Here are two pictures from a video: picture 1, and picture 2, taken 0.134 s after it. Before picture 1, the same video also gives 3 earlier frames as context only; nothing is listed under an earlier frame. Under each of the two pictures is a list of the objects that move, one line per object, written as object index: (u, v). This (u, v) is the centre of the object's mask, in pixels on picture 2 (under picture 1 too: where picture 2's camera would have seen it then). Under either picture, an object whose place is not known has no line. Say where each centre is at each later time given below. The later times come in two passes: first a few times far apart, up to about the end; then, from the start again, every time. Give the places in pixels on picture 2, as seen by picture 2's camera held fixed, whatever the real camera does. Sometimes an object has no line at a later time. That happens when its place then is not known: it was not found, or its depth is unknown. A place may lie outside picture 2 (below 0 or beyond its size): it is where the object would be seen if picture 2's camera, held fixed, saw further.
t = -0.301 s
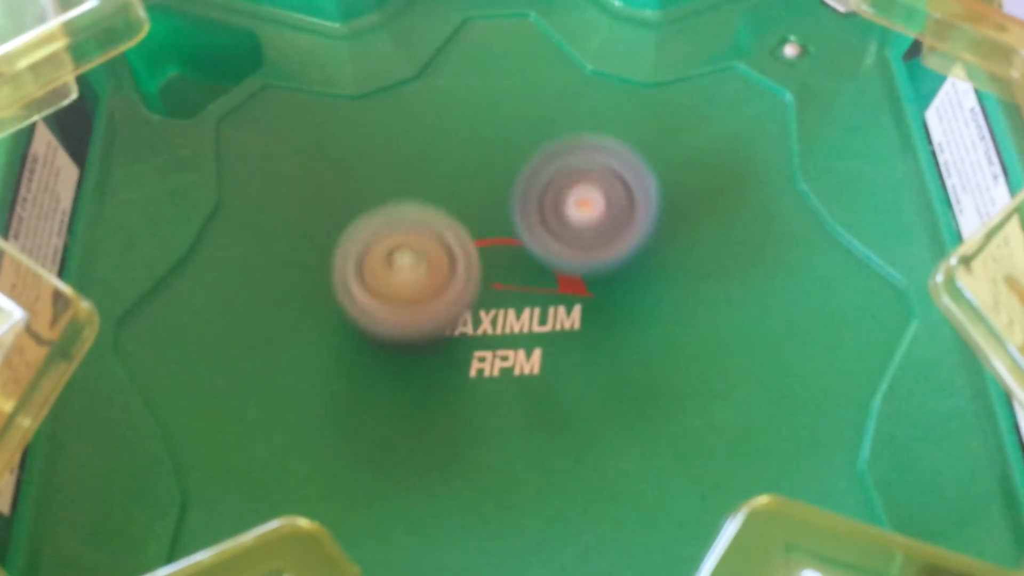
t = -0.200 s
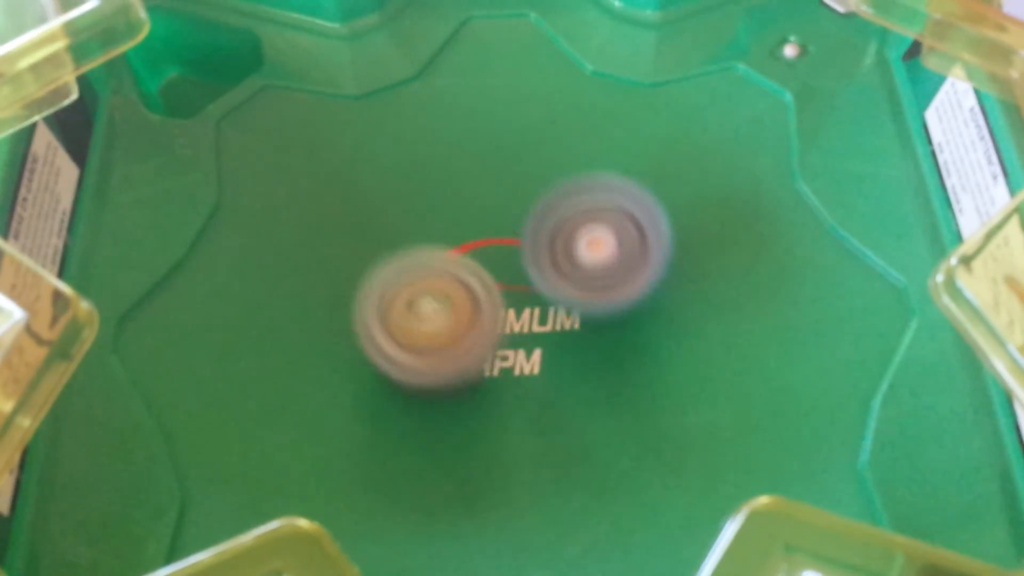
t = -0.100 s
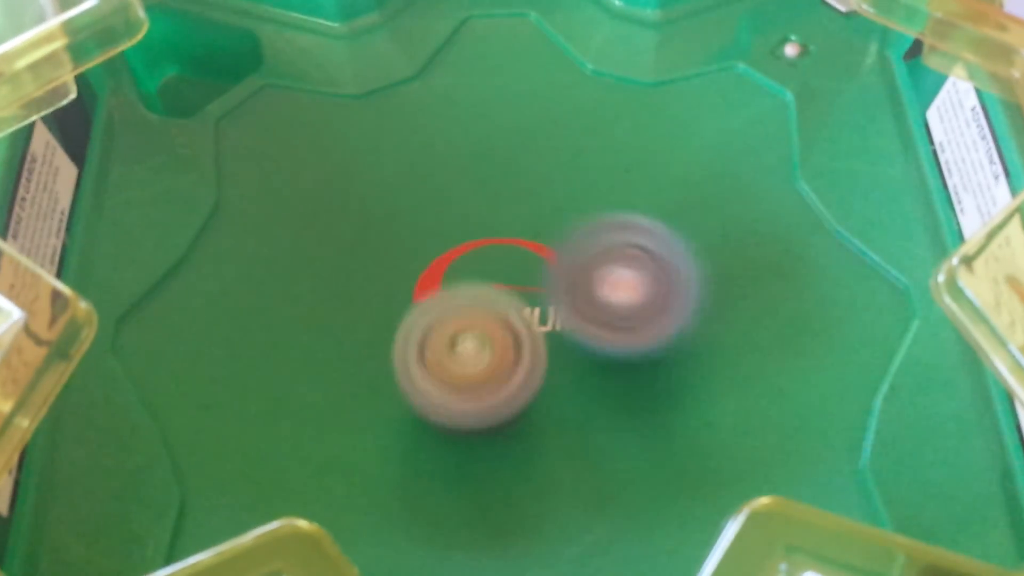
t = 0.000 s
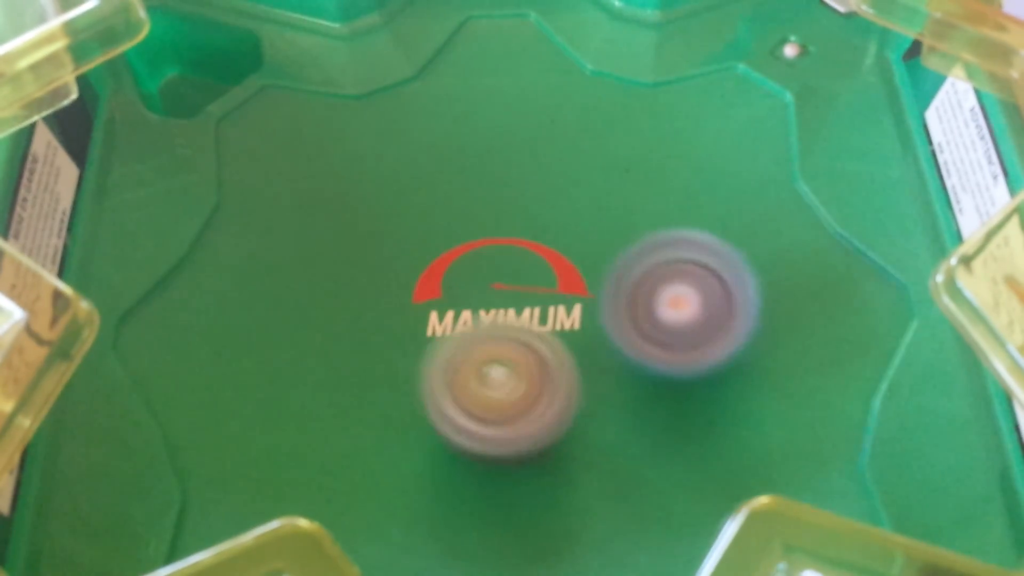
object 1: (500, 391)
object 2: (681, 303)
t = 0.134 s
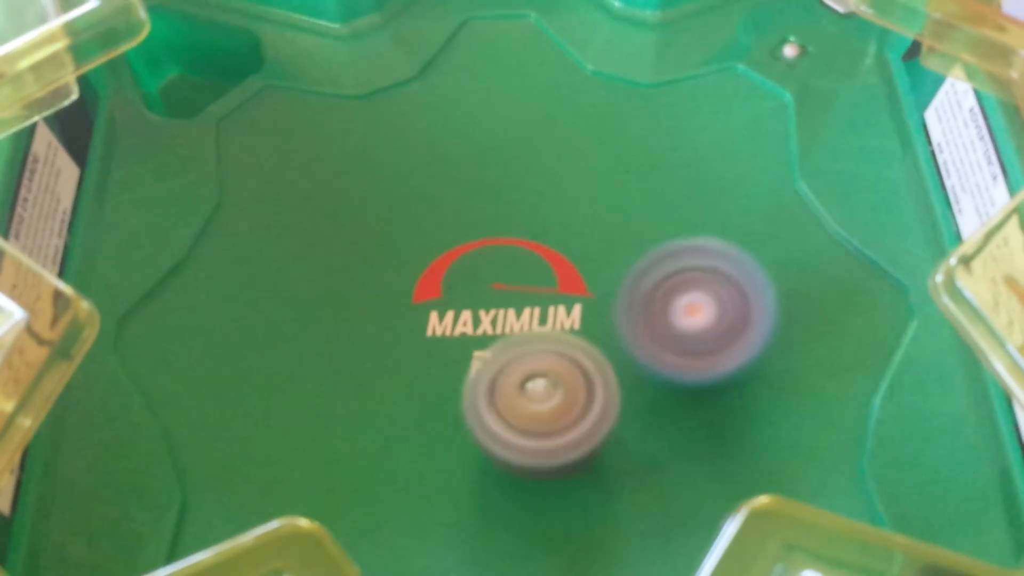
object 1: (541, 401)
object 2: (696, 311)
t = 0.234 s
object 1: (540, 401)
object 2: (720, 307)
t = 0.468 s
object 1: (518, 381)
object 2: (697, 323)
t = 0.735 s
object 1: (452, 333)
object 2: (624, 396)
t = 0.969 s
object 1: (410, 317)
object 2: (559, 457)
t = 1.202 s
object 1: (426, 318)
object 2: (483, 468)
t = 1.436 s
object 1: (494, 301)
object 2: (415, 427)
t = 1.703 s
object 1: (562, 267)
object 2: (367, 342)
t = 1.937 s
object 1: (559, 246)
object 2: (362, 271)
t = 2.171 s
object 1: (526, 282)
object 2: (387, 219)
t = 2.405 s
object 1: (509, 377)
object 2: (416, 197)
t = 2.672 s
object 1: (547, 426)
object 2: (511, 222)
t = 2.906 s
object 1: (554, 389)
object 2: (604, 247)
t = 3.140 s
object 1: (479, 339)
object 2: (675, 216)
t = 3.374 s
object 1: (408, 313)
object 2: (636, 237)
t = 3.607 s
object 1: (402, 317)
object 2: (560, 330)
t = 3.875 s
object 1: (468, 306)
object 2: (588, 438)
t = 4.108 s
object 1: (548, 282)
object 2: (586, 465)
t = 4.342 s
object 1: (583, 259)
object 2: (527, 421)
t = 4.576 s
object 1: (572, 282)
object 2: (417, 361)
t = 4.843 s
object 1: (569, 341)
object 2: (236, 431)
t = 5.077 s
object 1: (588, 385)
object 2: (403, 359)
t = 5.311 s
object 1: (570, 387)
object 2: (301, 222)
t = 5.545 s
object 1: (496, 361)
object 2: (241, 259)
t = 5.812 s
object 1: (519, 372)
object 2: (332, 184)
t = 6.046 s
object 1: (550, 336)
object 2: (305, 159)
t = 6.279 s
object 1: (571, 355)
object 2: (449, 152)
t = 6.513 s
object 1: (593, 392)
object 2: (440, 49)
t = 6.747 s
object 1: (558, 382)
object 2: (469, 109)
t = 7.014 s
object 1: (447, 363)
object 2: (670, 255)
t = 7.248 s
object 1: (372, 352)
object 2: (843, 290)
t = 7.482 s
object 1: (371, 317)
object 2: (752, 323)
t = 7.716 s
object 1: (441, 291)
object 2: (526, 419)
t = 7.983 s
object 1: (543, 296)
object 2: (283, 470)
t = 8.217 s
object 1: (604, 335)
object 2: (266, 465)
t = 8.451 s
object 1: (610, 383)
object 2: (397, 317)
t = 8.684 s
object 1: (552, 395)
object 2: (505, 173)
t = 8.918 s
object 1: (479, 365)
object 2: (568, 73)
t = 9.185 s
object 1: (439, 294)
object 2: (570, 211)
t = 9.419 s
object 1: (409, 254)
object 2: (652, 375)
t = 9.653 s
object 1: (440, 261)
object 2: (681, 506)
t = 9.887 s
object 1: (499, 305)
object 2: (610, 493)
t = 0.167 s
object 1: (540, 402)
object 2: (708, 308)
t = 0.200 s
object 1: (540, 402)
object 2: (717, 307)
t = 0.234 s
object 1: (540, 401)
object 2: (720, 307)
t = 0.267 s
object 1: (539, 400)
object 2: (723, 308)
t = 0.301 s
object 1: (537, 399)
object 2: (723, 308)
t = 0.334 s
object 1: (534, 396)
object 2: (722, 310)
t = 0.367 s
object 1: (531, 393)
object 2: (719, 312)
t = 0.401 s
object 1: (527, 390)
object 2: (712, 315)
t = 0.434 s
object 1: (523, 385)
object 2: (706, 319)
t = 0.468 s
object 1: (518, 381)
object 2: (697, 323)
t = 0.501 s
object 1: (511, 374)
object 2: (685, 329)
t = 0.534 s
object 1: (505, 368)
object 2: (673, 335)
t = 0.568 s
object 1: (498, 361)
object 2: (660, 341)
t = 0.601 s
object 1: (486, 355)
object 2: (653, 351)
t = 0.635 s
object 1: (477, 349)
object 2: (648, 361)
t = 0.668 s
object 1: (468, 344)
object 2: (640, 372)
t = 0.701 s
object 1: (459, 338)
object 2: (633, 384)
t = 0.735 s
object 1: (452, 333)
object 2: (624, 396)
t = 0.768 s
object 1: (445, 329)
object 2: (616, 406)
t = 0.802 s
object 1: (437, 326)
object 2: (608, 417)
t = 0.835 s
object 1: (430, 323)
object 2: (598, 426)
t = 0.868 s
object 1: (424, 320)
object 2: (588, 435)
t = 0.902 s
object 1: (418, 319)
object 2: (579, 444)
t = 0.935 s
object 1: (413, 317)
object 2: (568, 451)
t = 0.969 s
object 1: (410, 317)
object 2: (559, 457)
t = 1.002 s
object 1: (408, 316)
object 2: (547, 462)
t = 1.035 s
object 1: (408, 316)
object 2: (537, 466)
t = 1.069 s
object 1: (409, 316)
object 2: (526, 469)
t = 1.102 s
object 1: (411, 317)
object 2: (515, 470)
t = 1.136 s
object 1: (414, 318)
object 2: (504, 471)
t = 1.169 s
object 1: (419, 318)
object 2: (493, 469)
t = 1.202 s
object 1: (426, 318)
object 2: (483, 468)
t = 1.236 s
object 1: (434, 317)
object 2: (472, 466)
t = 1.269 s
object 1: (443, 316)
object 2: (462, 462)
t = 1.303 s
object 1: (453, 314)
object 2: (452, 457)
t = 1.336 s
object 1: (464, 311)
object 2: (443, 452)
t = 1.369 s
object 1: (475, 308)
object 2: (433, 445)
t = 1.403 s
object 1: (486, 304)
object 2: (424, 436)
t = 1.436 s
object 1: (494, 301)
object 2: (415, 427)
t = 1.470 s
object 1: (500, 298)
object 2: (408, 419)
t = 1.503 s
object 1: (511, 294)
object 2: (399, 407)
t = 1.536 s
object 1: (520, 289)
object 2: (392, 398)
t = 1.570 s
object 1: (530, 284)
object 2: (385, 387)
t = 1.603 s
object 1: (539, 279)
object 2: (380, 377)
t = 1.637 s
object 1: (547, 277)
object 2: (374, 365)
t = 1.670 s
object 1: (553, 273)
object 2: (372, 354)
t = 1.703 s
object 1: (562, 267)
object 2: (367, 342)
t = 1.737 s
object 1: (568, 261)
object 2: (366, 332)
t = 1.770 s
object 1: (569, 255)
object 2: (363, 320)
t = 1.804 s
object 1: (569, 251)
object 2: (362, 309)
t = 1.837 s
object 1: (568, 248)
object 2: (361, 298)
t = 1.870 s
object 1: (566, 246)
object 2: (361, 288)
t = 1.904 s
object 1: (563, 246)
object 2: (360, 279)
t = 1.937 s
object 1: (559, 246)
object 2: (362, 271)
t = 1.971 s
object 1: (555, 247)
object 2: (364, 262)
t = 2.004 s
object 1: (549, 249)
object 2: (368, 254)
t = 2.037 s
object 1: (543, 255)
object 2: (372, 247)
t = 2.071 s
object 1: (537, 264)
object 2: (377, 240)
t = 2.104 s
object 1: (532, 271)
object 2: (382, 234)
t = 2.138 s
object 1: (529, 277)
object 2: (386, 226)
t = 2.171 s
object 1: (526, 282)
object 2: (387, 219)
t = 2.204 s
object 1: (522, 293)
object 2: (387, 212)
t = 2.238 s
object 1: (515, 306)
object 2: (390, 207)
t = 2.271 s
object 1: (512, 319)
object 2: (393, 202)
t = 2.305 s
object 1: (510, 335)
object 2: (397, 200)
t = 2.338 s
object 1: (507, 348)
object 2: (402, 198)
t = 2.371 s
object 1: (507, 362)
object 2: (409, 197)
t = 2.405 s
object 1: (509, 377)
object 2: (416, 197)
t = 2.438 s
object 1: (512, 390)
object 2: (426, 198)
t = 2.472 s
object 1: (516, 400)
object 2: (436, 200)
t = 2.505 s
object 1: (520, 407)
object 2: (447, 203)
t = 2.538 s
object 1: (526, 414)
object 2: (460, 206)
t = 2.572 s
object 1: (532, 420)
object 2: (473, 208)
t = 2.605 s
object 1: (537, 425)
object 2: (484, 213)
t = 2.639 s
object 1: (542, 427)
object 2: (497, 217)
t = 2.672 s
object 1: (547, 426)
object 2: (511, 222)
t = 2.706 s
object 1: (551, 425)
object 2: (526, 226)
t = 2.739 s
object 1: (554, 423)
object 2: (541, 230)
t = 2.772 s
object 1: (557, 418)
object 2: (553, 233)
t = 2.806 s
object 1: (558, 412)
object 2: (565, 235)
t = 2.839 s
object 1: (558, 404)
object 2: (578, 239)
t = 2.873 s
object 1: (557, 397)
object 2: (591, 243)
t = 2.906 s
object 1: (554, 389)
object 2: (604, 247)
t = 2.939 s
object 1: (545, 384)
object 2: (622, 244)
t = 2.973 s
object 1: (536, 378)
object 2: (639, 240)
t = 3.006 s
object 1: (526, 366)
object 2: (650, 234)
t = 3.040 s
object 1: (515, 359)
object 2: (659, 228)
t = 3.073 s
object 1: (504, 351)
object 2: (667, 224)
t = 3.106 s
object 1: (491, 345)
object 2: (671, 219)
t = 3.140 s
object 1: (479, 339)
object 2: (675, 216)
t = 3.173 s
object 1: (466, 332)
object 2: (676, 214)
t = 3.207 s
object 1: (455, 327)
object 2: (674, 213)
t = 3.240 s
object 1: (444, 323)
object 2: (671, 213)
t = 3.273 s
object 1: (434, 318)
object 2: (665, 216)
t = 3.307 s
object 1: (424, 316)
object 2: (657, 221)
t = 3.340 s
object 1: (415, 314)
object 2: (647, 229)
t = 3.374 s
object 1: (408, 313)
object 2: (636, 237)
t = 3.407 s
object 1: (402, 313)
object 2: (625, 248)
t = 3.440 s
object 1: (398, 313)
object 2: (613, 258)
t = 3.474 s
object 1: (395, 314)
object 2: (602, 273)
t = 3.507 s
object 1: (395, 314)
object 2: (590, 287)
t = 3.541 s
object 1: (396, 315)
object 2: (580, 300)
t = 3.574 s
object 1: (399, 316)
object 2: (569, 316)
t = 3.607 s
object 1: (402, 317)
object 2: (560, 330)
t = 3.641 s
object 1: (401, 316)
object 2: (562, 349)
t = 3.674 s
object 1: (406, 314)
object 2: (567, 367)
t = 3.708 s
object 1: (414, 314)
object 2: (571, 383)
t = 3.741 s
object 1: (423, 313)
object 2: (575, 395)
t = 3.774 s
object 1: (433, 312)
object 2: (579, 406)
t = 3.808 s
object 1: (445, 311)
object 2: (583, 418)
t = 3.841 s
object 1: (456, 309)
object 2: (586, 428)
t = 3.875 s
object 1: (468, 306)
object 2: (588, 438)
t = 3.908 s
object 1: (481, 303)
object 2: (590, 446)
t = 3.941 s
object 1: (490, 301)
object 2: (593, 454)
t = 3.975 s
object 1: (502, 297)
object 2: (593, 460)
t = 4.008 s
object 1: (515, 292)
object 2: (593, 464)
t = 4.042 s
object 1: (527, 288)
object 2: (593, 467)
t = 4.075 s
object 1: (537, 285)
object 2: (590, 467)
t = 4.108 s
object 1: (548, 282)
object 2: (586, 465)
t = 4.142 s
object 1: (556, 278)
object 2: (581, 462)
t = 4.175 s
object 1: (565, 275)
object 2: (575, 457)
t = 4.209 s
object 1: (573, 271)
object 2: (568, 450)
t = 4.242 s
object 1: (579, 266)
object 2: (560, 444)
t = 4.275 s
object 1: (582, 262)
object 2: (550, 437)
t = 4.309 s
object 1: (583, 260)
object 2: (539, 429)
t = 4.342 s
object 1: (583, 259)
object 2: (527, 421)
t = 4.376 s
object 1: (583, 258)
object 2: (513, 410)
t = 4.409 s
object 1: (582, 259)
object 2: (500, 402)
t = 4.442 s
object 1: (580, 261)
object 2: (487, 394)
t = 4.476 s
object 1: (574, 264)
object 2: (474, 385)
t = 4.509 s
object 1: (568, 269)
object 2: (462, 373)
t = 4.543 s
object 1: (565, 275)
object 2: (446, 364)
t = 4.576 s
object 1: (572, 282)
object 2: (417, 361)
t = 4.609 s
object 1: (574, 287)
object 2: (386, 356)
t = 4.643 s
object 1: (574, 293)
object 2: (350, 353)
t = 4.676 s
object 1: (573, 302)
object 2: (316, 353)
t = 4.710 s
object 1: (572, 310)
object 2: (281, 360)
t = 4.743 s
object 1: (572, 317)
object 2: (253, 372)
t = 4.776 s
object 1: (570, 325)
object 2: (234, 389)
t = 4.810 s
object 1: (569, 333)
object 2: (228, 412)
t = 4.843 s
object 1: (569, 341)
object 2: (236, 431)
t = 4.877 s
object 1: (567, 348)
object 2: (260, 443)
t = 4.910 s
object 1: (565, 355)
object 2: (290, 447)
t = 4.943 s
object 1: (564, 363)
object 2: (328, 447)
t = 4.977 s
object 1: (562, 369)
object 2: (369, 436)
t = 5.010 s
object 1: (562, 377)
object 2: (402, 413)
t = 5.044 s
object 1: (576, 380)
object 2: (405, 382)
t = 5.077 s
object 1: (588, 385)
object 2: (403, 359)
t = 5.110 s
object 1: (590, 390)
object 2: (398, 334)
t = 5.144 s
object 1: (590, 391)
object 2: (389, 313)
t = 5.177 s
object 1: (588, 391)
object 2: (377, 291)
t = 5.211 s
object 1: (585, 392)
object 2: (363, 272)
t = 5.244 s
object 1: (582, 391)
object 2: (346, 254)
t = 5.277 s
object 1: (576, 390)
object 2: (325, 237)
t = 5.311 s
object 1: (570, 387)
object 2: (301, 222)
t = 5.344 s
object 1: (561, 385)
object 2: (275, 209)
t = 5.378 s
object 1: (552, 382)
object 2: (249, 200)
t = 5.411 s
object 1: (540, 378)
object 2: (222, 197)
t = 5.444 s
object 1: (529, 375)
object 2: (205, 202)
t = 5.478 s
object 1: (517, 370)
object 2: (208, 221)
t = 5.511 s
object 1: (507, 365)
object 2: (219, 239)
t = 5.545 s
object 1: (496, 361)
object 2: (241, 259)
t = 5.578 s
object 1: (484, 356)
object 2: (272, 275)
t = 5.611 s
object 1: (472, 354)
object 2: (308, 285)
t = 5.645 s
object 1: (475, 358)
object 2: (334, 280)
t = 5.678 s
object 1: (490, 369)
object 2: (341, 261)
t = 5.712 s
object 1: (499, 372)
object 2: (343, 244)
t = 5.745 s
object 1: (506, 372)
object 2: (343, 223)
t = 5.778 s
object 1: (512, 374)
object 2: (339, 203)
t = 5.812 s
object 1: (519, 372)
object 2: (332, 184)
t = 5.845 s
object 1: (527, 369)
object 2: (322, 162)
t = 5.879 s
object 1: (533, 365)
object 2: (312, 150)
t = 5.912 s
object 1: (538, 360)
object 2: (301, 139)
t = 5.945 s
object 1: (543, 355)
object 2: (294, 138)
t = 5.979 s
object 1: (547, 349)
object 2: (292, 141)
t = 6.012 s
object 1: (550, 343)
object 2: (296, 148)
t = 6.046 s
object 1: (550, 336)
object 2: (305, 159)
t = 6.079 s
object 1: (550, 328)
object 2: (324, 176)
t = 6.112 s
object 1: (548, 321)
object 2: (348, 190)
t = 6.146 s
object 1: (547, 314)
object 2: (380, 206)
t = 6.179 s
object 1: (543, 307)
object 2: (415, 216)
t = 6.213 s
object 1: (553, 320)
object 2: (439, 201)
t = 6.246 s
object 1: (564, 342)
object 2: (444, 174)
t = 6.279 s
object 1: (571, 355)
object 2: (449, 152)
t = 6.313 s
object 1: (576, 362)
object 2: (450, 133)
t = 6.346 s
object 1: (581, 370)
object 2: (451, 116)
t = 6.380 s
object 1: (585, 378)
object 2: (449, 99)
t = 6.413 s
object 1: (589, 383)
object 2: (447, 83)
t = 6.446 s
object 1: (592, 387)
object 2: (445, 68)
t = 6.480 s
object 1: (592, 390)
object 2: (443, 56)
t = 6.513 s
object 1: (593, 392)
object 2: (440, 49)
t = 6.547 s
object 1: (592, 393)
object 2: (440, 44)
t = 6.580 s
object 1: (589, 393)
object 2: (444, 46)
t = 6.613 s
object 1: (585, 393)
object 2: (445, 49)
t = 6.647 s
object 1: (580, 391)
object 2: (446, 54)
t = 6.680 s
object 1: (573, 389)
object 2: (449, 63)
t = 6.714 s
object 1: (565, 386)
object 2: (454, 81)
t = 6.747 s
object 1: (558, 382)
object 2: (469, 109)
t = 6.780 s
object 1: (547, 377)
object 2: (484, 135)
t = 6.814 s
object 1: (536, 371)
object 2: (505, 161)
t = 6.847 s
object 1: (527, 366)
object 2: (525, 182)
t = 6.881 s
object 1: (516, 360)
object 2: (546, 205)
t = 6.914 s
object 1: (504, 357)
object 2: (570, 227)
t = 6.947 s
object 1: (482, 360)
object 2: (606, 240)
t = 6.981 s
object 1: (461, 362)
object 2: (640, 248)
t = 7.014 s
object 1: (447, 363)
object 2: (670, 255)
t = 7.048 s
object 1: (435, 364)
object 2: (697, 262)
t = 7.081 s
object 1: (423, 368)
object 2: (722, 269)
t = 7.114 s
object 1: (409, 364)
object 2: (749, 275)
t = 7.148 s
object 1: (398, 362)
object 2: (776, 281)
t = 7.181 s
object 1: (389, 359)
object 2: (802, 286)
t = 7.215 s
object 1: (379, 356)
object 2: (827, 290)
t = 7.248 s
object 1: (372, 352)
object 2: (843, 290)
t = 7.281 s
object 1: (365, 348)
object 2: (852, 292)
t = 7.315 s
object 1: (361, 343)
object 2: (853, 292)
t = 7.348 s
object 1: (360, 339)
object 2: (847, 293)
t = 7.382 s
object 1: (359, 334)
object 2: (834, 295)
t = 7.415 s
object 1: (362, 327)
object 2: (816, 302)
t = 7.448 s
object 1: (366, 323)
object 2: (786, 309)
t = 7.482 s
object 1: (371, 317)
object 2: (752, 323)
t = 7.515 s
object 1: (378, 313)
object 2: (721, 338)
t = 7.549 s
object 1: (387, 308)
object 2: (688, 352)
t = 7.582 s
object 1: (397, 304)
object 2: (656, 366)
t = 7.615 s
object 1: (407, 301)
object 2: (623, 383)
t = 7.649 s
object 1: (419, 298)
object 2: (590, 398)
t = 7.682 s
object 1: (430, 294)
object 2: (556, 410)
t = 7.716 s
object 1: (441, 291)
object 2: (526, 419)
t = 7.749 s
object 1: (455, 288)
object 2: (491, 430)
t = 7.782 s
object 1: (467, 288)
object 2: (461, 439)
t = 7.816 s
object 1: (481, 288)
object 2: (433, 446)
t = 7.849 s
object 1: (494, 288)
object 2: (402, 453)
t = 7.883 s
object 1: (505, 288)
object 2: (369, 460)
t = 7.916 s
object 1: (520, 291)
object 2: (338, 464)
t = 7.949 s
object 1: (532, 293)
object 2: (310, 466)
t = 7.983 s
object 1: (543, 296)
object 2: (283, 470)
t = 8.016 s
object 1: (555, 299)
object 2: (258, 474)
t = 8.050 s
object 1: (565, 303)
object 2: (237, 478)
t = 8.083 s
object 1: (573, 309)
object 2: (227, 481)
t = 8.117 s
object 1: (583, 315)
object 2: (228, 482)
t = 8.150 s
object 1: (591, 321)
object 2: (235, 479)
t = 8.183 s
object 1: (598, 328)
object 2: (250, 473)
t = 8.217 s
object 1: (604, 335)
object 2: (266, 465)
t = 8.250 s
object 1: (609, 342)
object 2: (289, 451)
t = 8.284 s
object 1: (613, 350)
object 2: (310, 433)
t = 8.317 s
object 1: (616, 357)
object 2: (330, 409)
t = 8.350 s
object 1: (617, 365)
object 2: (348, 388)
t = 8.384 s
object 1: (617, 371)
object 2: (364, 364)
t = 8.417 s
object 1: (615, 377)
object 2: (382, 338)
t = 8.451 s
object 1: (610, 383)
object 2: (397, 317)
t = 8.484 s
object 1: (606, 388)
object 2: (413, 293)
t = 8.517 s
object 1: (599, 391)
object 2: (430, 271)
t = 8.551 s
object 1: (591, 394)
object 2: (447, 249)
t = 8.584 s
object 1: (582, 396)
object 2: (462, 229)
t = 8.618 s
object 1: (572, 396)
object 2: (475, 212)
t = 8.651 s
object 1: (562, 395)
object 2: (491, 194)
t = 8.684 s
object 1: (552, 395)
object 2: (505, 173)
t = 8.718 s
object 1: (539, 396)
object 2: (517, 158)
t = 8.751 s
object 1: (529, 393)
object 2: (530, 142)
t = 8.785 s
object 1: (519, 387)
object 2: (544, 123)
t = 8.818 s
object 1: (508, 384)
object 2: (555, 107)
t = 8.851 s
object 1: (500, 380)
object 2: (562, 92)
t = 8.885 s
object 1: (488, 375)
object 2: (567, 79)
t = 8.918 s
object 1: (479, 365)
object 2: (568, 73)
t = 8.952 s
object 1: (472, 355)
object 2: (565, 73)
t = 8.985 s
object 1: (463, 349)
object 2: (561, 80)
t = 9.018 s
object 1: (458, 340)
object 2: (559, 92)
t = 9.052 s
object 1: (453, 329)
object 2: (557, 112)
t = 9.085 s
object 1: (448, 321)
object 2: (558, 137)
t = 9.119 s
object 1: (446, 311)
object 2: (561, 162)
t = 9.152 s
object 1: (442, 302)
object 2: (565, 186)
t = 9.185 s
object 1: (439, 294)
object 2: (570, 211)
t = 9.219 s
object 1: (433, 283)
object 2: (580, 235)
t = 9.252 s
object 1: (427, 277)
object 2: (595, 259)
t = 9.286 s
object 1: (421, 271)
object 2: (606, 283)
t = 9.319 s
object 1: (416, 267)
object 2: (619, 306)
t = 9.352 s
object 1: (412, 261)
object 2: (631, 329)
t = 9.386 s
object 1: (410, 255)
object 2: (644, 353)
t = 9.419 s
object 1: (409, 254)
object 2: (652, 375)
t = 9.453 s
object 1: (410, 251)
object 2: (662, 400)
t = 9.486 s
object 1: (410, 251)
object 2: (670, 423)
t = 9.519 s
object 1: (415, 251)
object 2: (678, 444)
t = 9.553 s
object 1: (417, 250)
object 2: (681, 466)
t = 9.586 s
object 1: (426, 253)
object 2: (683, 482)
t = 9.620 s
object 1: (432, 256)
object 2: (684, 496)
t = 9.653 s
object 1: (440, 261)
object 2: (681, 506)
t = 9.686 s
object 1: (449, 267)
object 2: (679, 512)
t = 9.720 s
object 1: (455, 272)
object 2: (676, 514)
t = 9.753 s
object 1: (466, 278)
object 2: (672, 515)
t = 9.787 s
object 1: (475, 284)
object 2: (666, 513)
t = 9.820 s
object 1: (483, 290)
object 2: (657, 510)
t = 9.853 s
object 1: (492, 297)
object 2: (637, 505)
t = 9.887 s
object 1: (499, 305)
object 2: (610, 493)
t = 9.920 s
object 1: (505, 314)
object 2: (585, 480)
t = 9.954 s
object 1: (512, 320)
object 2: (557, 468)
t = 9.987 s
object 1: (520, 323)
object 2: (524, 469)
